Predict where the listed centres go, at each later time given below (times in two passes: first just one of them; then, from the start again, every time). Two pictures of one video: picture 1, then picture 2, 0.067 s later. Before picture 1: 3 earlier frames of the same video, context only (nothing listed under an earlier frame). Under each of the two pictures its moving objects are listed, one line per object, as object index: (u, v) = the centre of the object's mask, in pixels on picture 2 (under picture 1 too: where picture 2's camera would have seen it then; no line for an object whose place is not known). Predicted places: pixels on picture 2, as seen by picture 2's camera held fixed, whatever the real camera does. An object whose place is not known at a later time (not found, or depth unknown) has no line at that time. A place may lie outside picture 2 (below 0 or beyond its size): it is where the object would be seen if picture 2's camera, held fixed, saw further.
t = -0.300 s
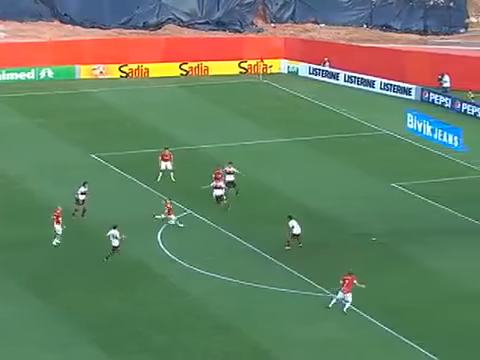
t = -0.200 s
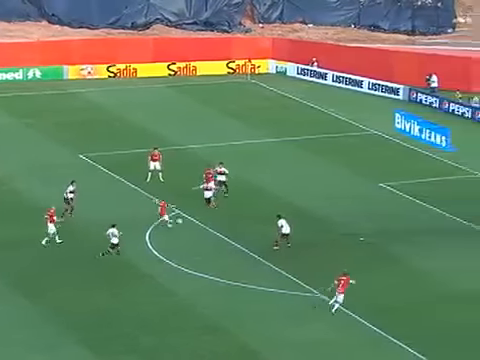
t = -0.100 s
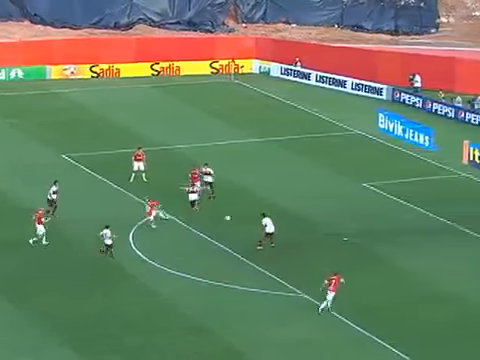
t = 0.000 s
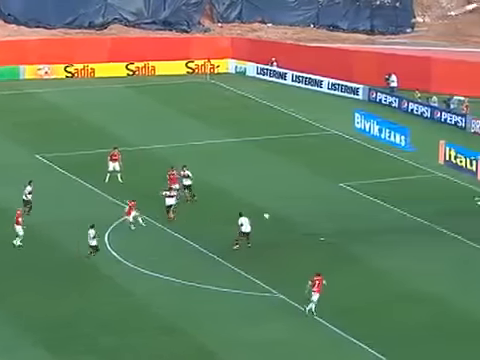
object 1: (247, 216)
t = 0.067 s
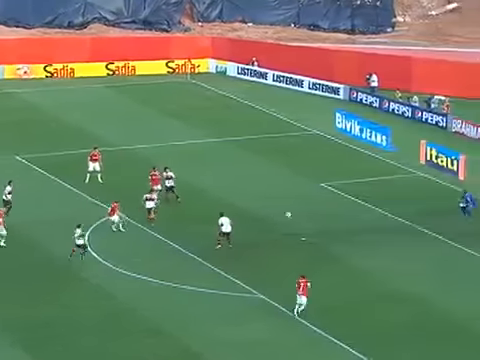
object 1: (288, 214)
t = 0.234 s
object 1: (388, 216)
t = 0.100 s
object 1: (308, 214)
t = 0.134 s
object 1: (328, 214)
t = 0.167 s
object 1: (348, 214)
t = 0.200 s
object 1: (368, 214)
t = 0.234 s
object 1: (388, 216)
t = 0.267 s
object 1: (407, 217)
